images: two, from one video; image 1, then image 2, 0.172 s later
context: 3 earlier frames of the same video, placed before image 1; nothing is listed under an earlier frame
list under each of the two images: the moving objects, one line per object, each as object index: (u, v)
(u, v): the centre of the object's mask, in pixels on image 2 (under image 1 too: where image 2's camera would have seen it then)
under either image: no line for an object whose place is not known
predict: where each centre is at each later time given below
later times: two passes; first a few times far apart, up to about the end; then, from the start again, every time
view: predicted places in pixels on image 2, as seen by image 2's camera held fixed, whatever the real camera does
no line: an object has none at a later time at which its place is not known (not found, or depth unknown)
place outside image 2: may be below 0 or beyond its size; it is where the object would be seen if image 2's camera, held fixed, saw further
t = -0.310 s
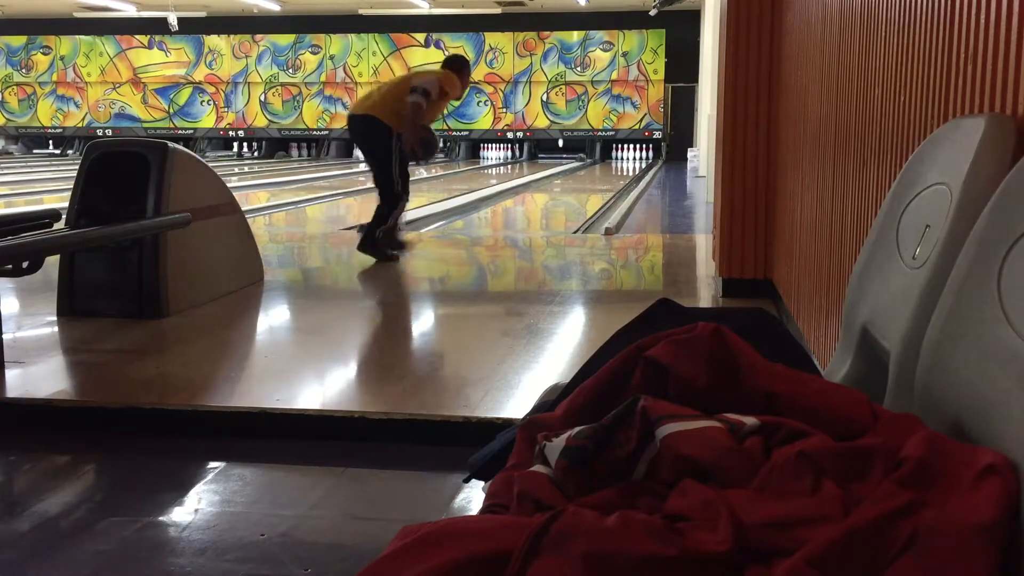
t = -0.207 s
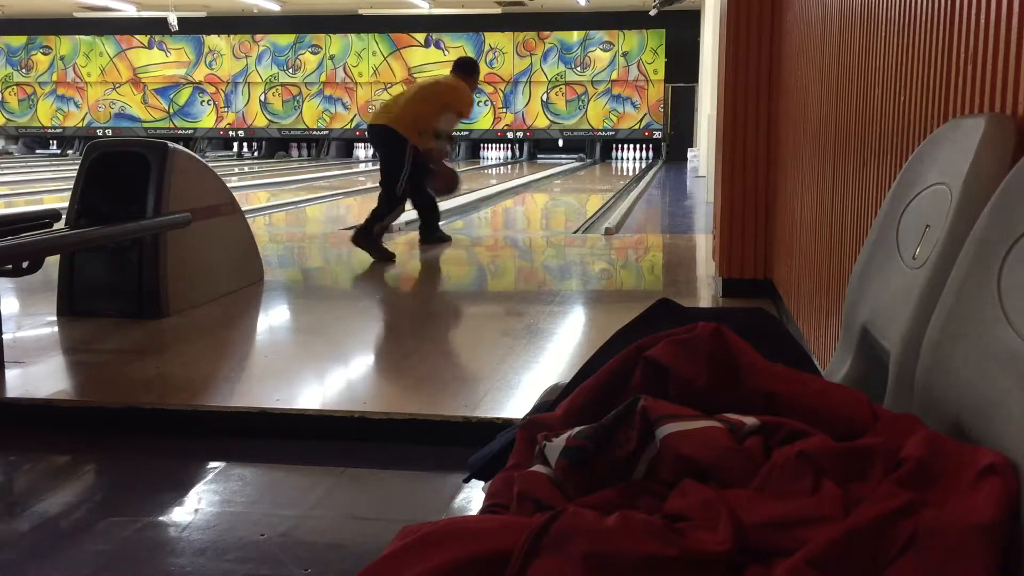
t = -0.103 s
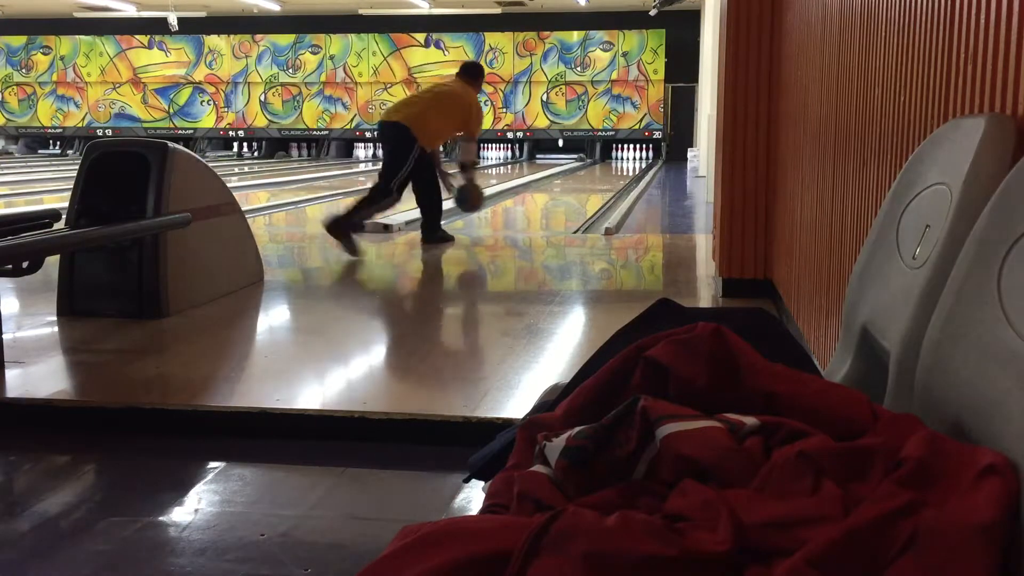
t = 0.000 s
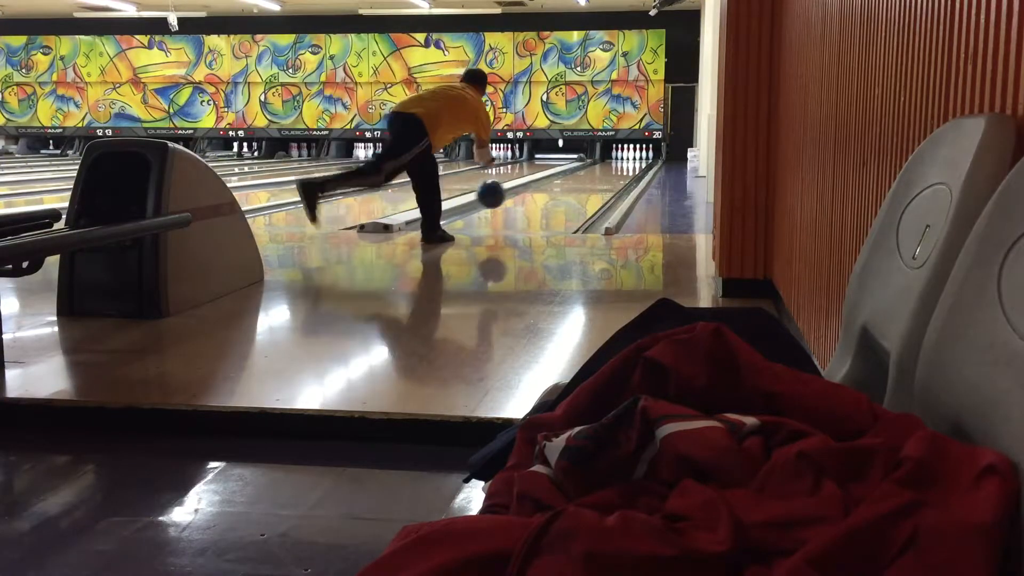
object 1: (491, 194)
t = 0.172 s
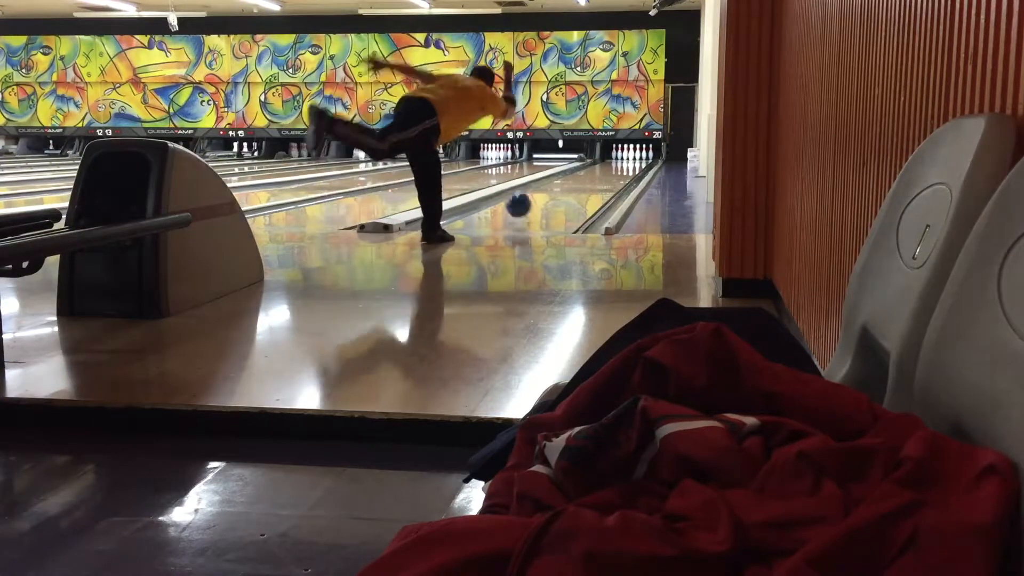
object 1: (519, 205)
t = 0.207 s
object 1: (523, 207)
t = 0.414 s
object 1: (547, 198)
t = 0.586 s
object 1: (563, 191)
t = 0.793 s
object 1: (580, 184)
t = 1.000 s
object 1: (592, 180)
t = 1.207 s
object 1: (602, 176)
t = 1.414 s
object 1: (609, 172)
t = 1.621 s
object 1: (616, 169)
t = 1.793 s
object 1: (622, 167)
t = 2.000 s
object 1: (627, 164)
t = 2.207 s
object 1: (630, 162)
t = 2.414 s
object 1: (633, 161)
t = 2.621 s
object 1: (635, 159)
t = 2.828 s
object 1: (635, 158)
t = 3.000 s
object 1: (634, 157)
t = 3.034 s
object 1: (634, 157)
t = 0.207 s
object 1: (523, 207)
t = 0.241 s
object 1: (528, 204)
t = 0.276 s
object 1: (532, 203)
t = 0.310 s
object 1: (536, 202)
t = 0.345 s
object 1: (540, 200)
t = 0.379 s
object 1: (544, 199)
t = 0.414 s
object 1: (547, 198)
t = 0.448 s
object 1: (551, 196)
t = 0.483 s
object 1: (554, 195)
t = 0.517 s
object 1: (557, 194)
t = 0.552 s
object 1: (560, 192)
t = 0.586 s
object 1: (563, 191)
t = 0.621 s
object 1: (565, 190)
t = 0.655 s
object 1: (568, 189)
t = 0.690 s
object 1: (571, 188)
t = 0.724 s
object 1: (573, 187)
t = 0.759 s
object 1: (578, 185)
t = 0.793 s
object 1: (580, 184)
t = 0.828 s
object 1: (582, 183)
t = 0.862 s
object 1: (584, 183)
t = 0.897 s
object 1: (586, 182)
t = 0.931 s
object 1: (588, 181)
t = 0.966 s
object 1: (590, 181)
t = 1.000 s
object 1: (592, 180)
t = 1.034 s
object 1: (594, 179)
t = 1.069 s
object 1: (596, 178)
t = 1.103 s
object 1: (597, 177)
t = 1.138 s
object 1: (599, 177)
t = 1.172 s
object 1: (600, 176)
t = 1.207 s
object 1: (602, 176)
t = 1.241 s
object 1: (603, 175)
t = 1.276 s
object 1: (604, 174)
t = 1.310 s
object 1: (606, 174)
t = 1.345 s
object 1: (607, 173)
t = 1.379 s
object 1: (608, 173)
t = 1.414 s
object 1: (609, 172)
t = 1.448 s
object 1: (610, 171)
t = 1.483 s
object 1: (612, 171)
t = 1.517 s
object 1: (613, 170)
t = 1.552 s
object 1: (615, 170)
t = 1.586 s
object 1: (616, 169)
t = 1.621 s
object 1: (616, 169)
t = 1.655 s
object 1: (617, 168)
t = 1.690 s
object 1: (618, 168)
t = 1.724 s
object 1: (619, 167)
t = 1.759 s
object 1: (621, 167)
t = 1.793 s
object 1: (622, 167)
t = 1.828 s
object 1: (622, 166)
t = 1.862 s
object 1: (623, 166)
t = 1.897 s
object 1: (624, 166)
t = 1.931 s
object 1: (625, 165)
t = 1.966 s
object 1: (626, 165)
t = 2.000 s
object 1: (627, 164)
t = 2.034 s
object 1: (627, 164)
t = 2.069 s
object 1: (628, 164)
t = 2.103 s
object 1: (628, 163)
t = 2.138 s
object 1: (629, 163)
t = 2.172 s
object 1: (630, 162)
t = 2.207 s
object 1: (630, 162)
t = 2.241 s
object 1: (631, 162)
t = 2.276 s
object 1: (631, 162)
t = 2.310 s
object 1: (632, 162)
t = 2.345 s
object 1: (632, 161)
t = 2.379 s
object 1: (632, 161)
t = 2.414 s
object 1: (633, 161)
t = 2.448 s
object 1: (633, 160)
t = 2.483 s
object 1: (634, 160)
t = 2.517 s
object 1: (634, 160)
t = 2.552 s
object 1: (634, 159)
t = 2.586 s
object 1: (635, 159)
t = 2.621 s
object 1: (635, 159)
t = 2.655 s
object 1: (635, 159)
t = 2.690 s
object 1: (635, 159)
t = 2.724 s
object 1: (635, 158)
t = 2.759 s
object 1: (635, 158)
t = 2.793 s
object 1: (635, 158)
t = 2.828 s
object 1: (635, 158)
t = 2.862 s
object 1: (635, 158)
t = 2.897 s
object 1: (635, 157)
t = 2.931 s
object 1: (635, 157)
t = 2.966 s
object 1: (634, 157)
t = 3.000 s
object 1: (634, 157)
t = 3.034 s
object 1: (634, 157)
